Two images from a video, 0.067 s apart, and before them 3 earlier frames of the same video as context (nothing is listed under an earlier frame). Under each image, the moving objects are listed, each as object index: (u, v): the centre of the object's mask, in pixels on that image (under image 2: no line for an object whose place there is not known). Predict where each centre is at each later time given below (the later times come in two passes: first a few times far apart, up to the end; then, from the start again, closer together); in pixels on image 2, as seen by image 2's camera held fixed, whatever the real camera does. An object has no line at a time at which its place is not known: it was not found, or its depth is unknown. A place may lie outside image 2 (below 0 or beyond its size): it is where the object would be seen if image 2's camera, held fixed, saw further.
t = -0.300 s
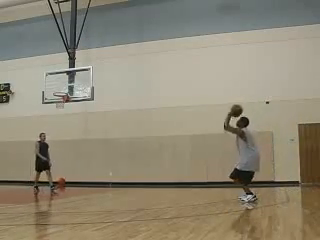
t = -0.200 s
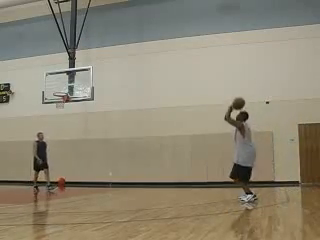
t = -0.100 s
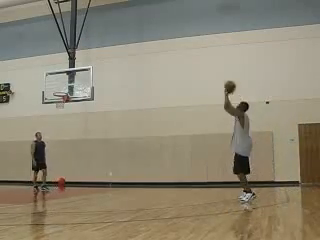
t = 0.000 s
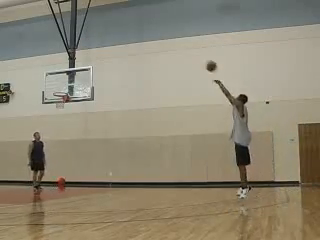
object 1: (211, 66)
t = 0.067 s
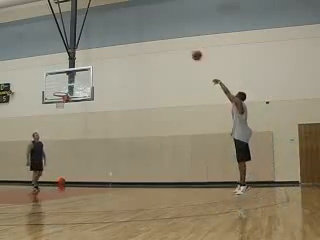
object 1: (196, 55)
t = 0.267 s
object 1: (160, 37)
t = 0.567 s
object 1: (117, 39)
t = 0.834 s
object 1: (89, 62)
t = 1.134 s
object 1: (58, 90)
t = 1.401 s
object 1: (49, 88)
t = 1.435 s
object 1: (48, 88)
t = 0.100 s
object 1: (190, 50)
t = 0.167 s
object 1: (177, 43)
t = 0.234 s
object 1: (165, 38)
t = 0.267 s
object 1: (160, 37)
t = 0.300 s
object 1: (154, 36)
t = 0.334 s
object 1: (149, 35)
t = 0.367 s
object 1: (144, 35)
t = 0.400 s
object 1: (139, 35)
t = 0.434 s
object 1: (135, 35)
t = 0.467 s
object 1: (130, 36)
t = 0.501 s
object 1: (126, 36)
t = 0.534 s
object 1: (121, 37)
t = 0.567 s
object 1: (117, 39)
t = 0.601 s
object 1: (114, 41)
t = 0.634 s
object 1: (110, 44)
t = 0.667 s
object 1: (106, 46)
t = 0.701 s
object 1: (102, 49)
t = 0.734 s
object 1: (99, 52)
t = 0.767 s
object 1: (95, 55)
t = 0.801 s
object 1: (92, 59)
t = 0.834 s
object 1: (89, 62)
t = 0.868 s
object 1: (85, 67)
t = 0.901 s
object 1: (83, 71)
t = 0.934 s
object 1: (79, 75)
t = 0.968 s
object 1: (76, 78)
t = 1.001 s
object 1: (72, 80)
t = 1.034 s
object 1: (68, 83)
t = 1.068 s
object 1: (63, 86)
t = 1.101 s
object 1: (60, 90)
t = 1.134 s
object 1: (58, 90)
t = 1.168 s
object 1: (57, 90)
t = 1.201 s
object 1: (55, 90)
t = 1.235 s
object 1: (54, 90)
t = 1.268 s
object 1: (53, 89)
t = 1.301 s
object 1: (52, 88)
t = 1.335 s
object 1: (51, 88)
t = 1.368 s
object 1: (50, 88)
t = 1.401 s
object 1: (49, 88)
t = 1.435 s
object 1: (48, 88)
